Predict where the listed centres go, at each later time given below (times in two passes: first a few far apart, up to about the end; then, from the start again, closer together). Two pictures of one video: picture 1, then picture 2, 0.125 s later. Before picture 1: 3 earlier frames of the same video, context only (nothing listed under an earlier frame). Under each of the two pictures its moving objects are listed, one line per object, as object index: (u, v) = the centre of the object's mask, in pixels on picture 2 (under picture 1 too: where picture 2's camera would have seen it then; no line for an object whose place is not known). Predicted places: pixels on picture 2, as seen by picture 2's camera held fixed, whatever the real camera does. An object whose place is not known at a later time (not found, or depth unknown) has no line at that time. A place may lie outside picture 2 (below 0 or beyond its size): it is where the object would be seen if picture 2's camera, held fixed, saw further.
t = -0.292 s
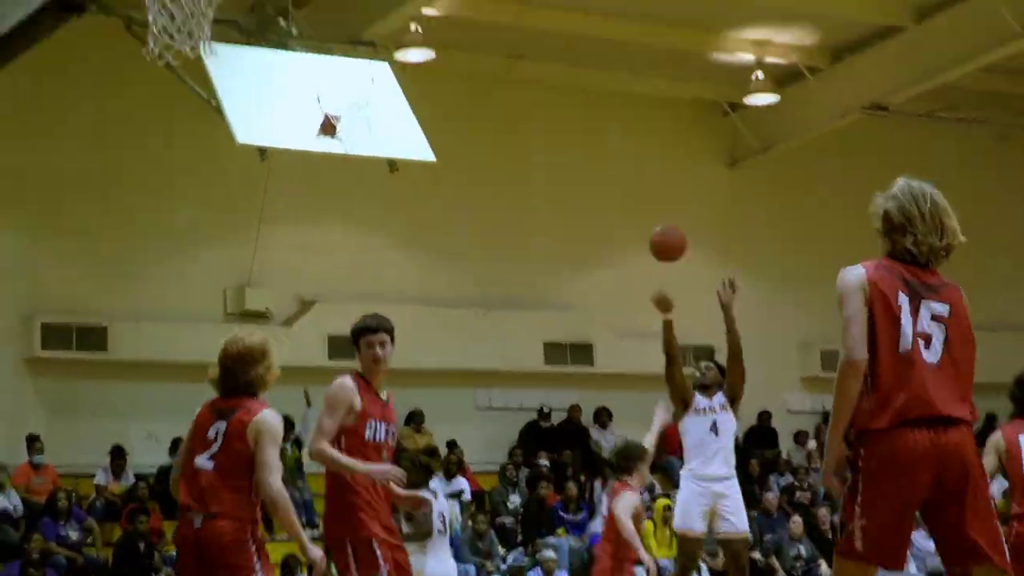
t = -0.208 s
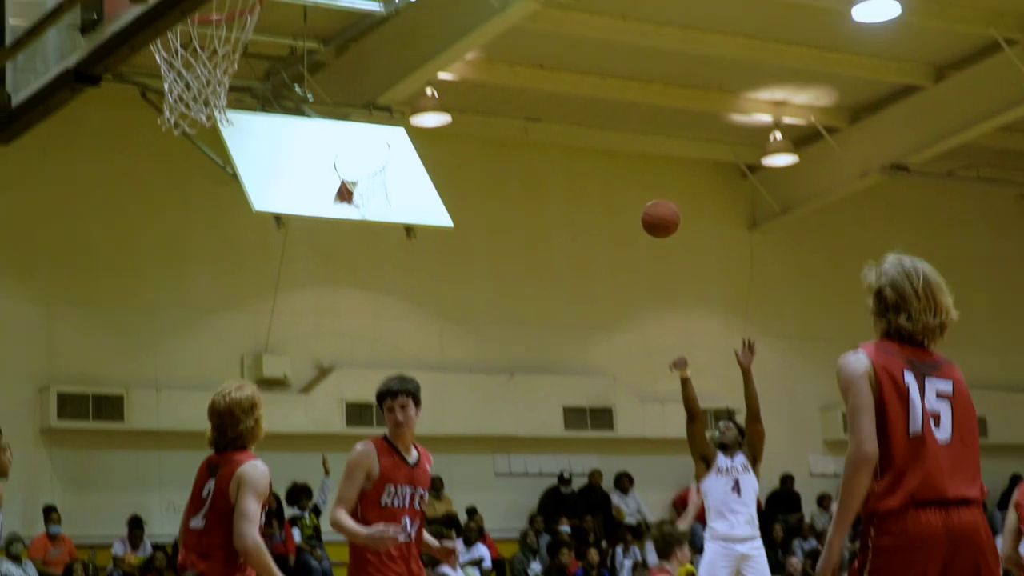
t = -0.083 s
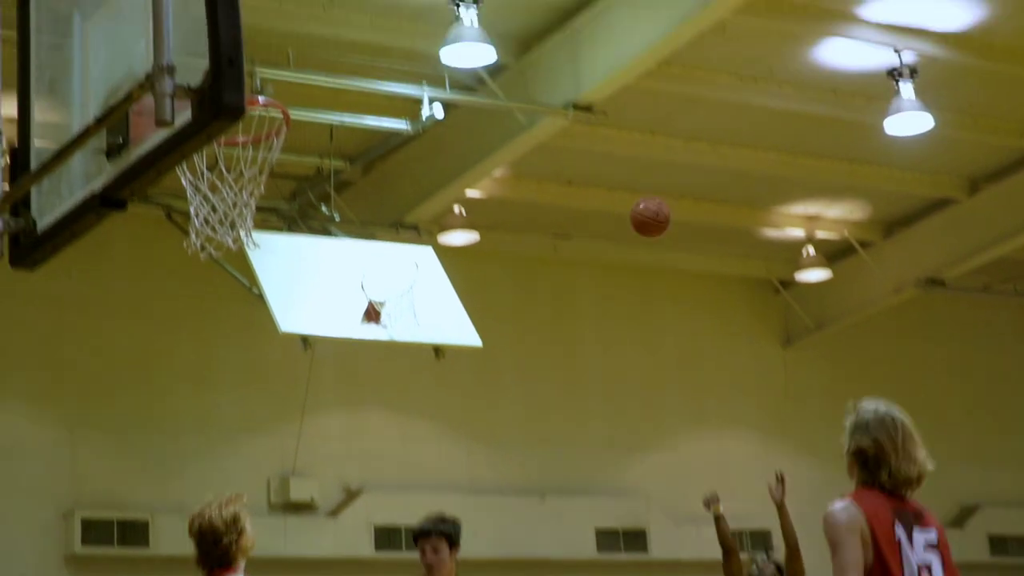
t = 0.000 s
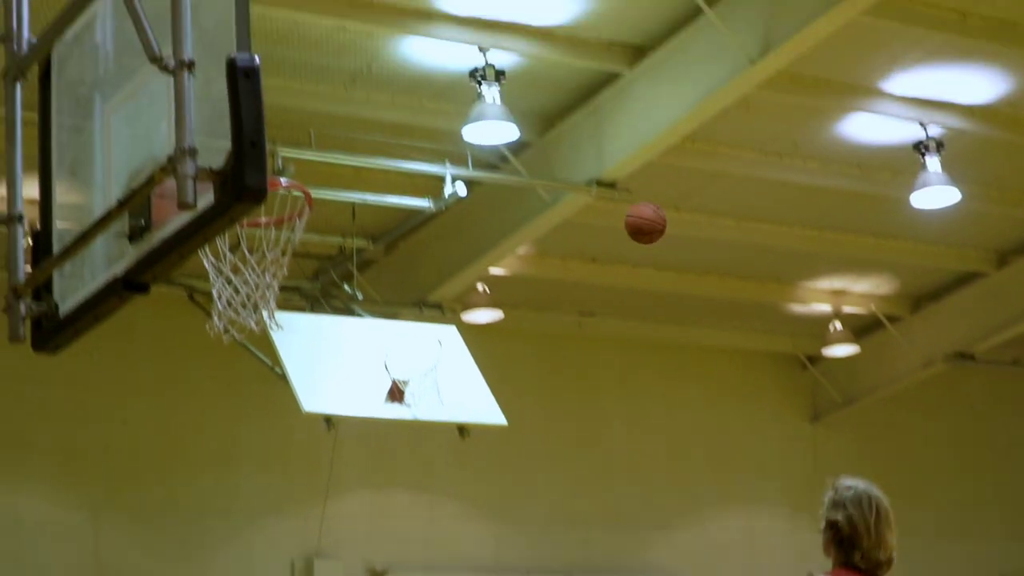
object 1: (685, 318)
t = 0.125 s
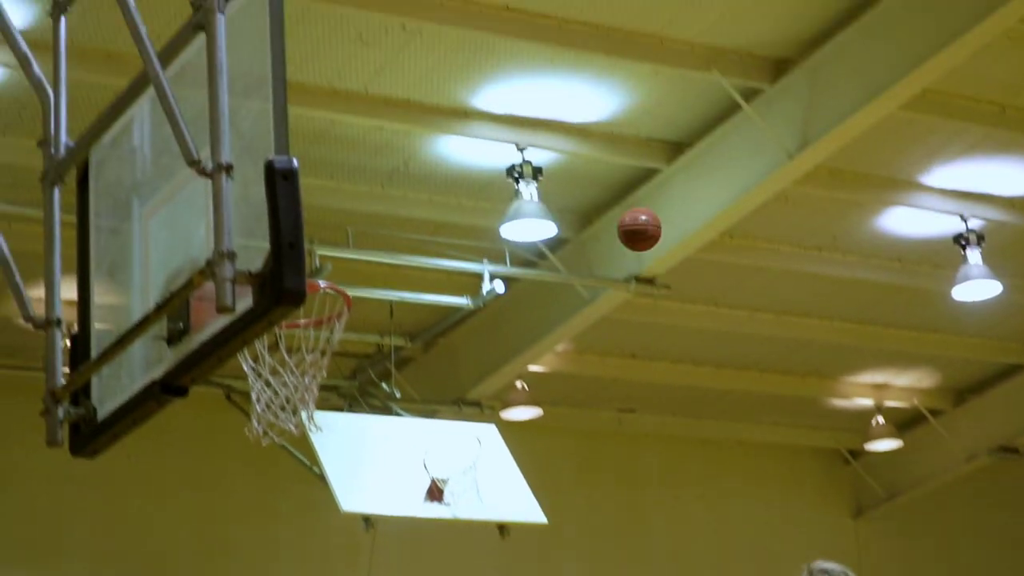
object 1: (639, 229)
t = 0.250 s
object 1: (593, 161)
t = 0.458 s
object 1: (514, 95)
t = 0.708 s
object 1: (411, 113)
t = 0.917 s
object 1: (319, 253)
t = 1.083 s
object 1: (278, 473)
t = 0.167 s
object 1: (624, 204)
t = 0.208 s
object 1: (609, 182)
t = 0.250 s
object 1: (593, 161)
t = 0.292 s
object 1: (578, 143)
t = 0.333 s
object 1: (562, 127)
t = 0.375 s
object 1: (547, 114)
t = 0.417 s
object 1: (530, 103)
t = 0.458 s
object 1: (514, 95)
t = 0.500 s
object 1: (497, 91)
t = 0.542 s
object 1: (479, 89)
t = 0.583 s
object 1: (462, 90)
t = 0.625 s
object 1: (445, 95)
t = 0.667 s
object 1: (426, 103)
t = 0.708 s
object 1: (411, 113)
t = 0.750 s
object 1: (388, 133)
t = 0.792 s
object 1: (367, 155)
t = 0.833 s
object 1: (350, 176)
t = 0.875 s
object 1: (329, 215)
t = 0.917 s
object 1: (319, 253)
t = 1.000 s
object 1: (279, 357)
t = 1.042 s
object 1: (276, 424)
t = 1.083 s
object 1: (278, 473)
